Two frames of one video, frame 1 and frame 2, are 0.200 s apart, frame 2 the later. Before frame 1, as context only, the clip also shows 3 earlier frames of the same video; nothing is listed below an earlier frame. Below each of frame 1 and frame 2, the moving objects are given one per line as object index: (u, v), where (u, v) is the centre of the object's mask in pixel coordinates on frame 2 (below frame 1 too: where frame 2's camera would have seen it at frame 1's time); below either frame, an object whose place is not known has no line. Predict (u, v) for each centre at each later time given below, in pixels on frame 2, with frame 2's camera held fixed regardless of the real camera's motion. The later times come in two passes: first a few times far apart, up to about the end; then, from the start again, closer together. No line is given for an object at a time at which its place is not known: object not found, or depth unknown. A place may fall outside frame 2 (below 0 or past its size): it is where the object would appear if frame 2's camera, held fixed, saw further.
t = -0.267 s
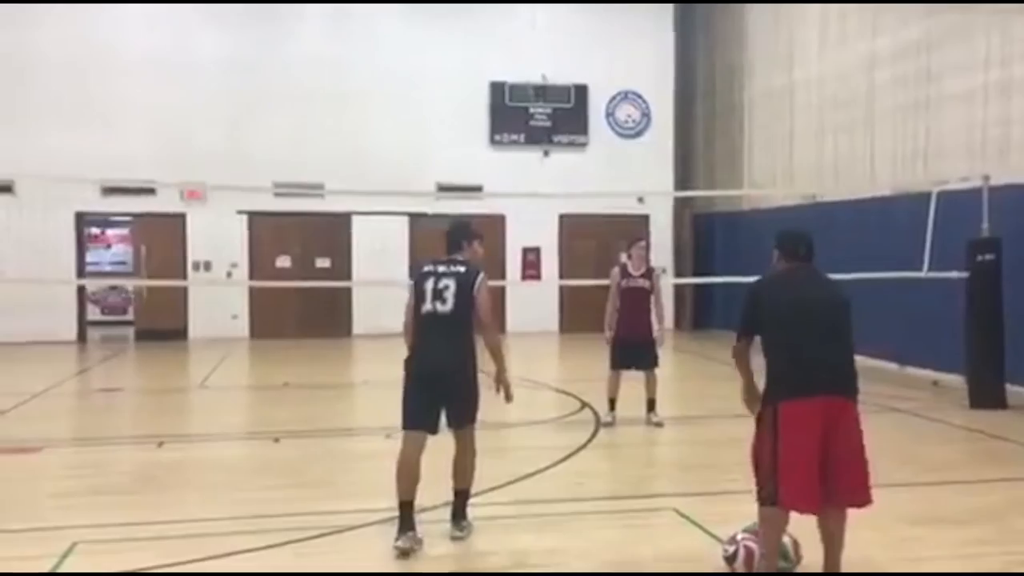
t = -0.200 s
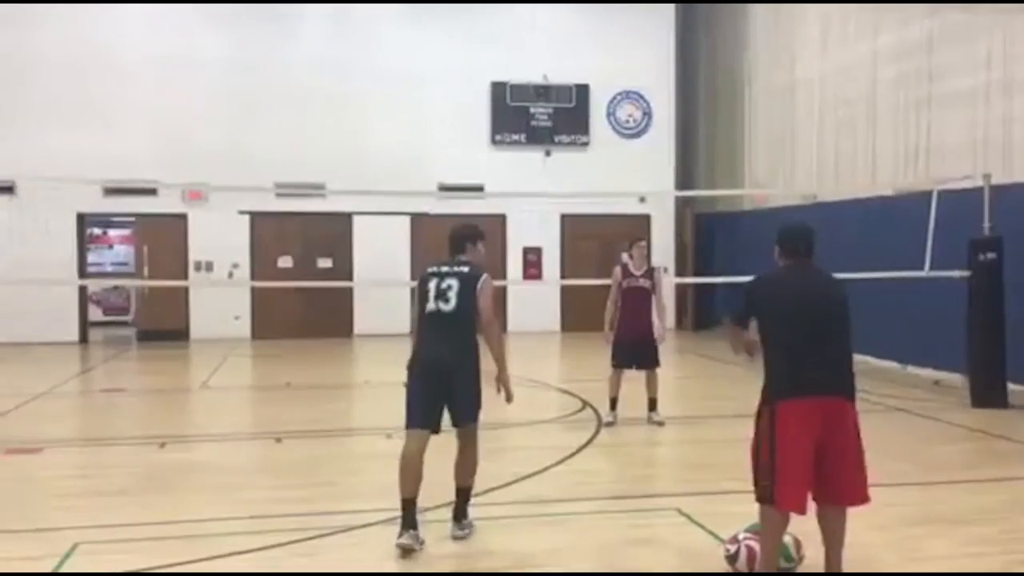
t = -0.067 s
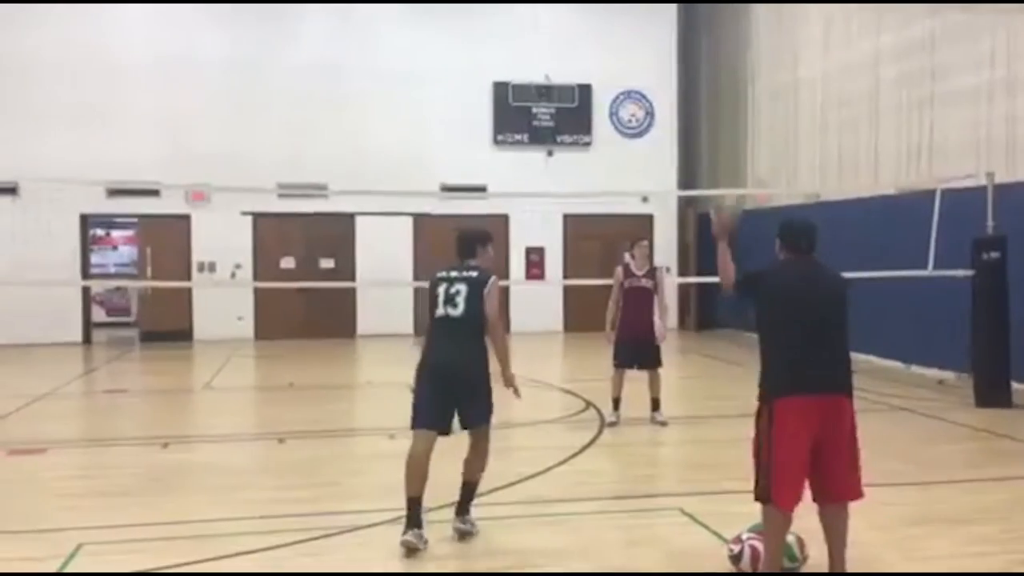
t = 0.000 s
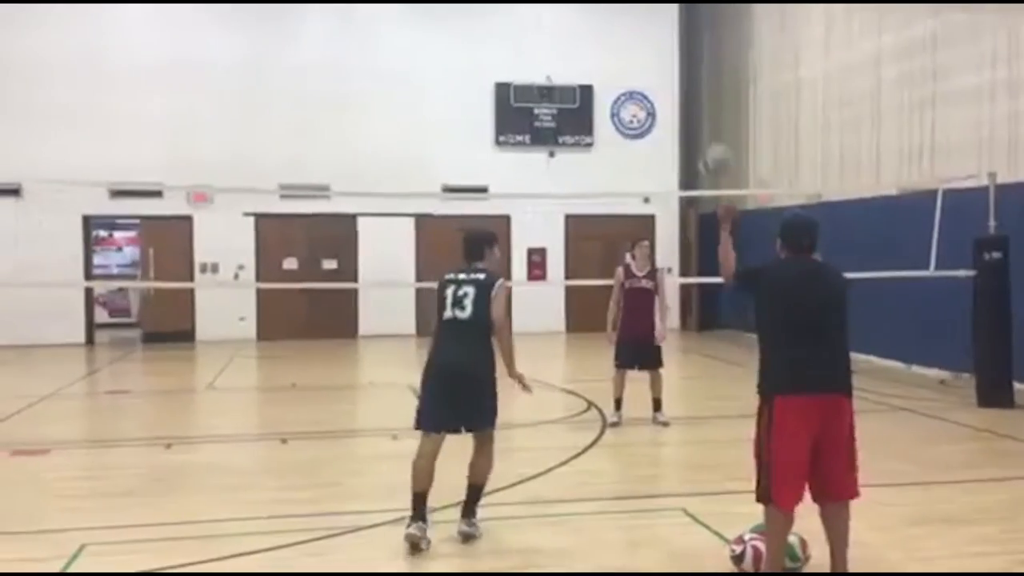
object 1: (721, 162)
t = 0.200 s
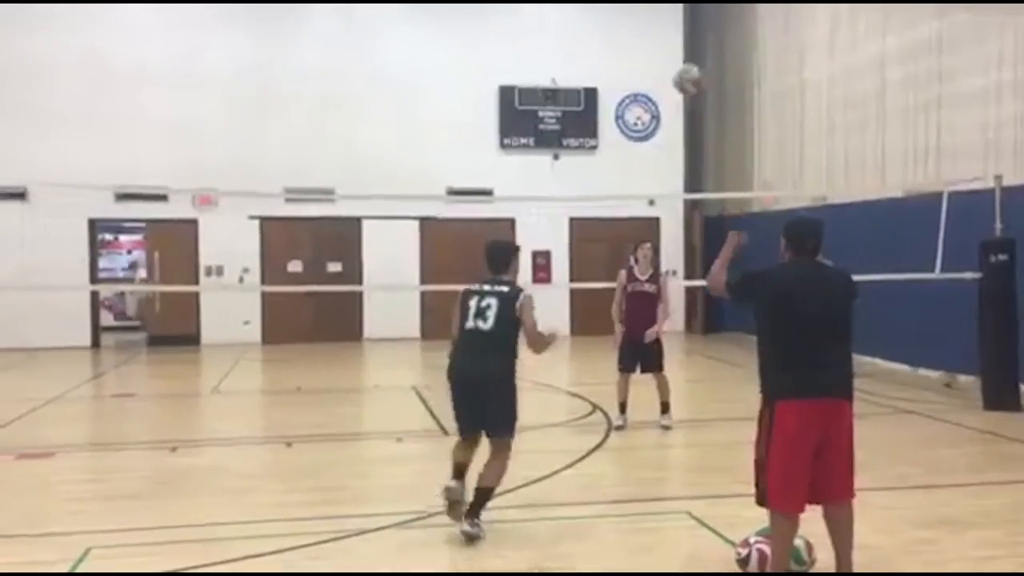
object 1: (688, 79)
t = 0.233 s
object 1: (684, 72)
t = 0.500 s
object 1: (654, 75)
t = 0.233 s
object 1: (684, 72)
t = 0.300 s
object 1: (676, 65)
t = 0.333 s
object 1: (671, 62)
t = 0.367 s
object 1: (667, 62)
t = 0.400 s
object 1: (664, 63)
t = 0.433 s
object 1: (661, 66)
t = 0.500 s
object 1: (654, 75)
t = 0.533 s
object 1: (650, 80)
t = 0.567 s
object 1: (647, 87)
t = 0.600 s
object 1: (645, 94)
